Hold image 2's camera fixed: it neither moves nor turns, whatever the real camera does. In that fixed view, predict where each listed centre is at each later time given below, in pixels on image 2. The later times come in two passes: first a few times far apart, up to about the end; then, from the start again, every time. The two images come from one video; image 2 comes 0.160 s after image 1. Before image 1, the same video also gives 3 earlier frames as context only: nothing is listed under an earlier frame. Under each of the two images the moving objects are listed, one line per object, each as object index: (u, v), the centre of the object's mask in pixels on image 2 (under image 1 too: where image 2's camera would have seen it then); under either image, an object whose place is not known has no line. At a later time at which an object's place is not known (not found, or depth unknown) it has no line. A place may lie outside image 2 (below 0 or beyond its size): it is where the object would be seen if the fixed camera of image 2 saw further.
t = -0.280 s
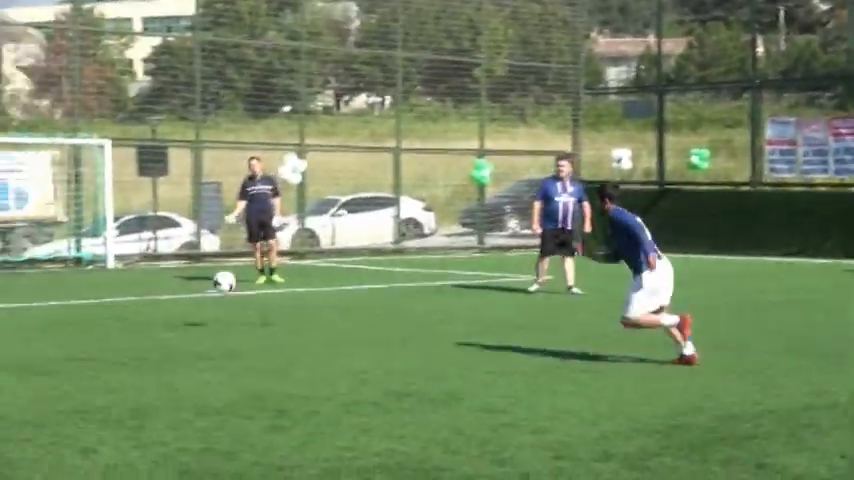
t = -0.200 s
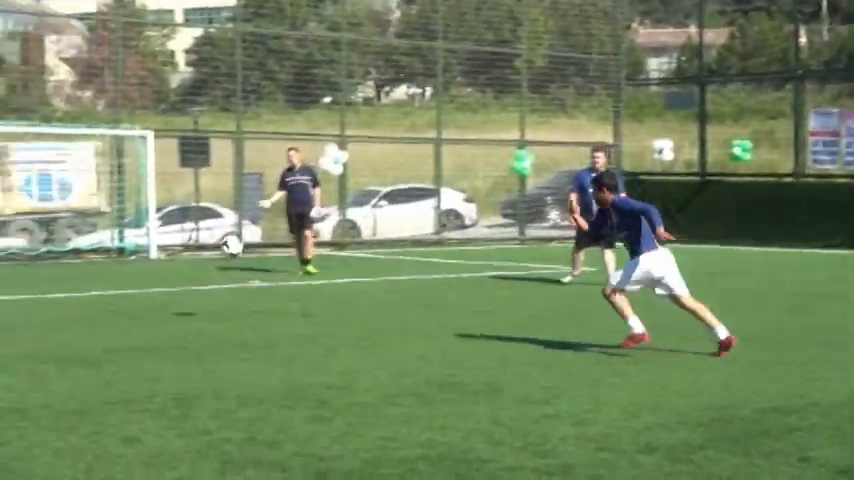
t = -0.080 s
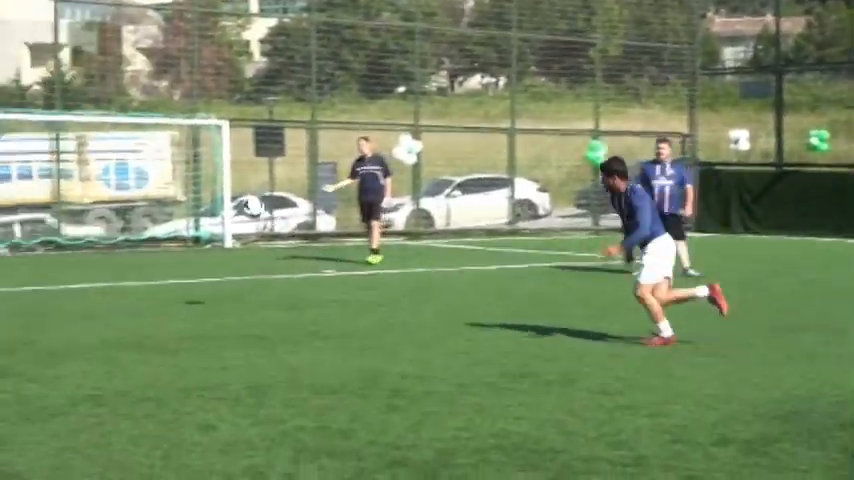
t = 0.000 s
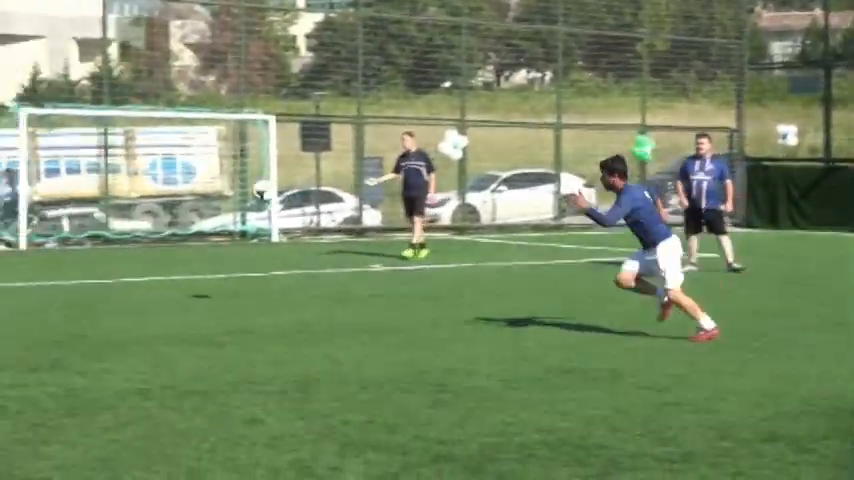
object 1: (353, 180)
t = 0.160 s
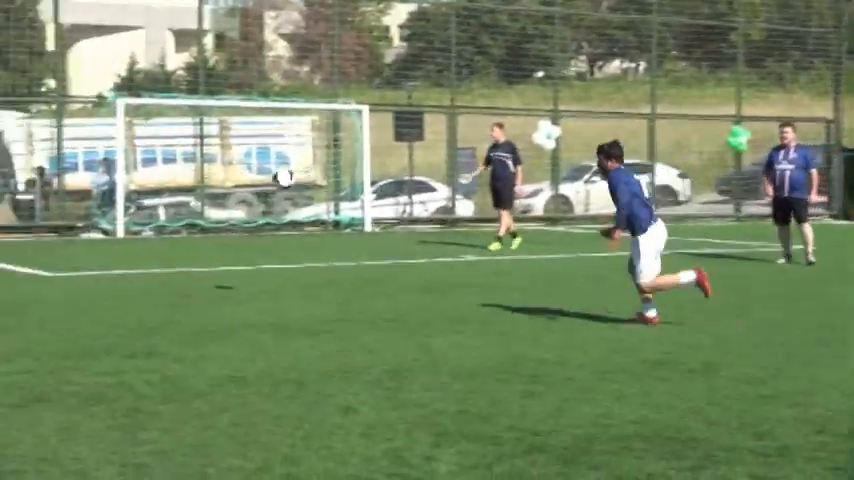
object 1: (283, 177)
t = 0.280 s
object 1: (231, 191)
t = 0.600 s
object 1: (78, 281)
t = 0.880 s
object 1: (-67, 228)
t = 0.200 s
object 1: (266, 181)
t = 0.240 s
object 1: (249, 184)
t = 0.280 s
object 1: (231, 191)
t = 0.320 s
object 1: (212, 201)
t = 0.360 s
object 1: (194, 211)
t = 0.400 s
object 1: (176, 224)
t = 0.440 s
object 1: (155, 239)
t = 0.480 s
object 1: (136, 256)
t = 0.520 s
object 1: (117, 274)
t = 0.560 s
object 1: (97, 294)
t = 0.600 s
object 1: (78, 281)
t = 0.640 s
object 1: (58, 269)
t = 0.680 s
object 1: (38, 257)
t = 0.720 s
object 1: (17, 248)
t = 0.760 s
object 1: (-4, 240)
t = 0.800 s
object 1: (-24, 235)
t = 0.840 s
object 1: (-45, 231)
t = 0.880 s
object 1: (-67, 228)
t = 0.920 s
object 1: (-86, 228)
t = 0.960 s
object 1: (-109, 229)
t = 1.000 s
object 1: (-131, 233)
